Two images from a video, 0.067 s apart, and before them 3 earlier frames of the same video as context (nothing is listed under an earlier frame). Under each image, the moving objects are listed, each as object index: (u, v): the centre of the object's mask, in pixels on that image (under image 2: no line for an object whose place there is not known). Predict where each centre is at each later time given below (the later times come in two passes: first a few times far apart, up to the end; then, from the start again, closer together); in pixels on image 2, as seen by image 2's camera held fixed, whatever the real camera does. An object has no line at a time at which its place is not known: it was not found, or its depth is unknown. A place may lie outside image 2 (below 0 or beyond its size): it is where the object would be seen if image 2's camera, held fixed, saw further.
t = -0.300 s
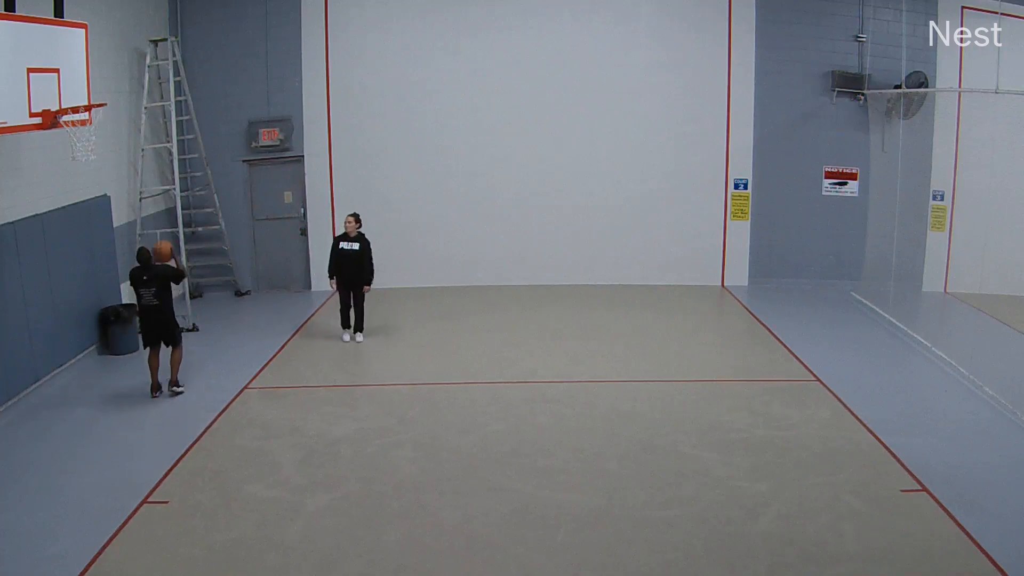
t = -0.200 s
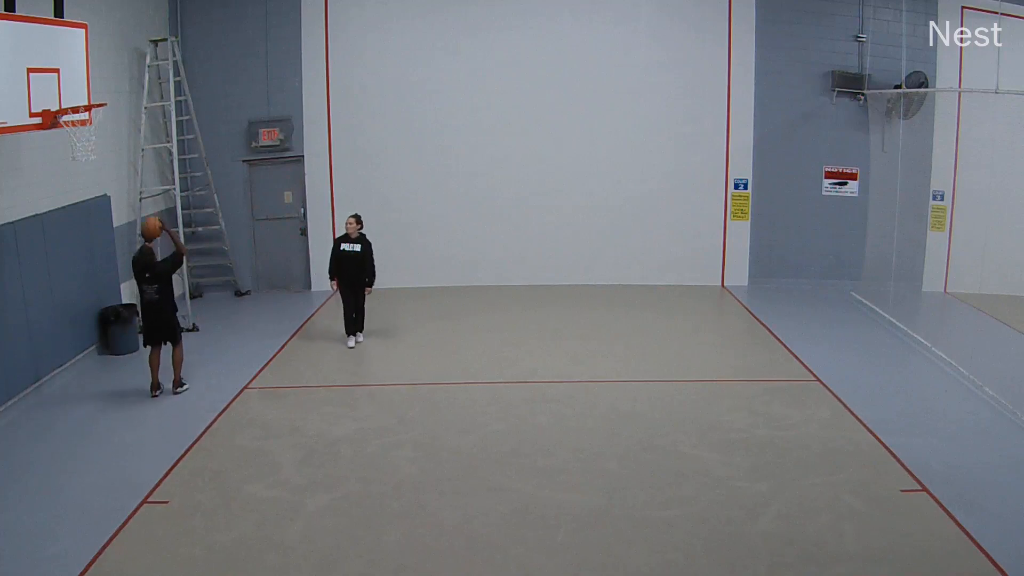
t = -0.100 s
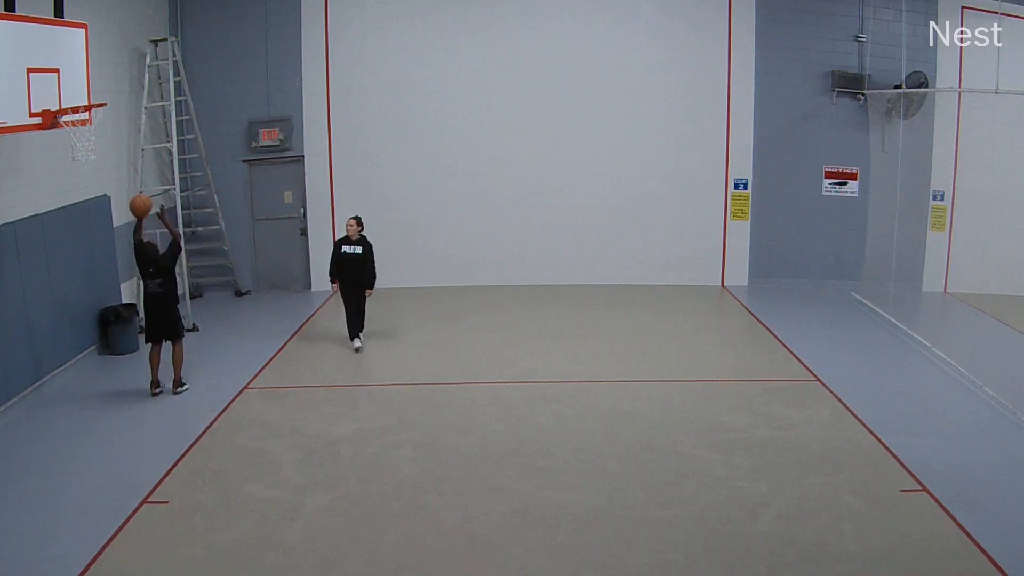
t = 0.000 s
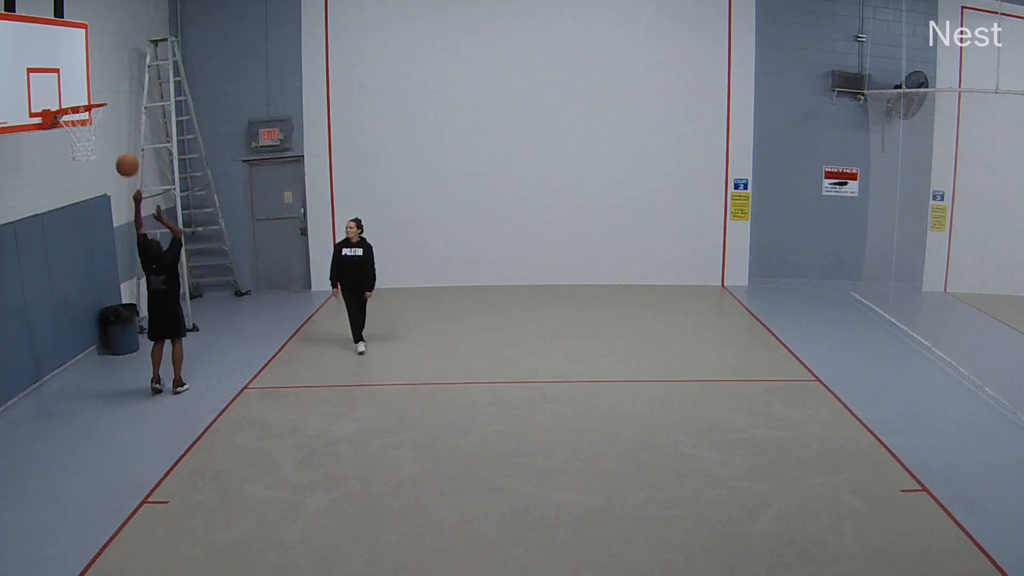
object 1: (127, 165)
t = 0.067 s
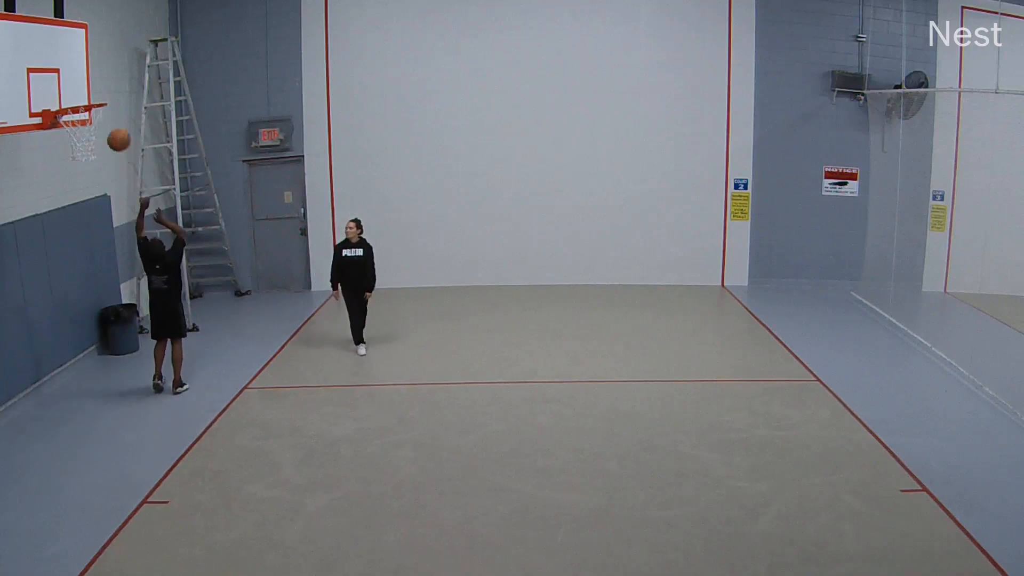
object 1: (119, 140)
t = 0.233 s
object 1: (100, 92)
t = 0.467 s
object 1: (74, 71)
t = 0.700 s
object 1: (57, 96)
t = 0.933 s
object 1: (56, 87)
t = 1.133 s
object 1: (58, 127)
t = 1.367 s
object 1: (68, 238)
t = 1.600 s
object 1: (95, 418)
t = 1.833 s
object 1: (85, 371)
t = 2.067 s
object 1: (69, 279)
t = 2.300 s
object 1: (63, 250)
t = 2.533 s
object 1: (65, 300)
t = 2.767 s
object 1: (84, 441)
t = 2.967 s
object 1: (108, 558)
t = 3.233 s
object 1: (76, 444)
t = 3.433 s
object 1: (67, 422)
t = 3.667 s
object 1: (75, 488)
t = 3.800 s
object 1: (92, 565)
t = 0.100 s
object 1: (115, 128)
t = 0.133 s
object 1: (112, 118)
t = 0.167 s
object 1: (108, 109)
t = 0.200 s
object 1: (104, 99)
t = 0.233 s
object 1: (100, 92)
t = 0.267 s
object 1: (96, 87)
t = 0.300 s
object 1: (92, 82)
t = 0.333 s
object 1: (88, 77)
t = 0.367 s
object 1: (85, 74)
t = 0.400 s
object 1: (81, 72)
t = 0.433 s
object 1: (77, 71)
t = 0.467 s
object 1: (74, 71)
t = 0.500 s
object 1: (70, 73)
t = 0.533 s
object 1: (67, 76)
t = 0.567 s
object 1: (63, 79)
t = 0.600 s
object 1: (60, 84)
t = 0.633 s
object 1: (57, 90)
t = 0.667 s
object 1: (57, 94)
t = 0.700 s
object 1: (57, 96)
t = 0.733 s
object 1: (57, 91)
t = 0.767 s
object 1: (56, 87)
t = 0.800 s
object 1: (56, 85)
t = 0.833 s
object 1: (56, 83)
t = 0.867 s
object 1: (56, 83)
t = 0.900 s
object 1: (56, 84)
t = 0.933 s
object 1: (56, 87)
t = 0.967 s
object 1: (57, 90)
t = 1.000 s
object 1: (57, 95)
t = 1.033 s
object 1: (57, 101)
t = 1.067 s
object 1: (58, 108)
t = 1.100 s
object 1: (58, 117)
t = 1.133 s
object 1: (58, 127)
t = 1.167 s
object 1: (59, 138)
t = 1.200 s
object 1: (60, 151)
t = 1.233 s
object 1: (61, 165)
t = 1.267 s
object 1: (63, 181)
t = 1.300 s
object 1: (64, 199)
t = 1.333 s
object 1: (66, 218)
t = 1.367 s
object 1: (68, 238)
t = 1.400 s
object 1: (71, 260)
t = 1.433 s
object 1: (74, 283)
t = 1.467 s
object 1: (77, 307)
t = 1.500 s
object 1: (81, 333)
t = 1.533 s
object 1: (85, 360)
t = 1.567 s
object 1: (90, 389)
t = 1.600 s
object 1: (95, 418)
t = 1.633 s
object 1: (101, 448)
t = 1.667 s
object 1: (104, 464)
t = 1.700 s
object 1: (100, 443)
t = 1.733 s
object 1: (96, 424)
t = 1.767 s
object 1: (92, 406)
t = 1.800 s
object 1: (89, 388)
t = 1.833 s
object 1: (85, 371)
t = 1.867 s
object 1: (83, 354)
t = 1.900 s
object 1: (80, 339)
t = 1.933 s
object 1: (77, 325)
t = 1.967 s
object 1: (75, 311)
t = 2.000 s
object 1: (73, 299)
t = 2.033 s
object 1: (71, 289)
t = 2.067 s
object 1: (69, 279)
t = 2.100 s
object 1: (68, 270)
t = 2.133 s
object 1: (66, 264)
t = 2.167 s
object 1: (65, 258)
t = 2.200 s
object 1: (64, 254)
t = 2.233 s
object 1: (63, 251)
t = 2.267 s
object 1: (63, 250)
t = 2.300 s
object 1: (63, 250)
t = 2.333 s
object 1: (62, 252)
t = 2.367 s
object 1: (62, 255)
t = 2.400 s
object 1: (62, 261)
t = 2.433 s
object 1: (62, 268)
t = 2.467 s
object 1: (63, 277)
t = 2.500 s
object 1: (63, 287)
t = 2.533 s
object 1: (65, 300)
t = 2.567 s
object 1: (66, 315)
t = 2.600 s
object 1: (68, 331)
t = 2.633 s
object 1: (70, 349)
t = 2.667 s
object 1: (73, 370)
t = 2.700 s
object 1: (76, 392)
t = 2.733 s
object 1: (80, 416)
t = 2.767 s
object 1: (84, 441)
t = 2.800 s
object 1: (90, 469)
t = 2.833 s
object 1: (95, 497)
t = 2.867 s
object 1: (101, 526)
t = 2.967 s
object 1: (108, 558)
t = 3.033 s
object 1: (97, 522)
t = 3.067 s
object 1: (93, 506)
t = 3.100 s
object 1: (89, 491)
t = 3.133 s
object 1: (85, 477)
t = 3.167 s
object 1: (82, 465)
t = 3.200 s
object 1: (79, 454)
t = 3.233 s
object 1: (76, 444)
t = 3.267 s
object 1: (73, 436)
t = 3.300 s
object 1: (71, 429)
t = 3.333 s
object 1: (70, 424)
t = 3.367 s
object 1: (68, 422)
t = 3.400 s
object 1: (67, 421)
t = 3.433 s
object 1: (67, 422)
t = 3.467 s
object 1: (66, 424)
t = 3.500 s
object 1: (67, 430)
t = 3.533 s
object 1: (67, 437)
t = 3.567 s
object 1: (68, 446)
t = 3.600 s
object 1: (70, 458)
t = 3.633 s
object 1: (72, 472)
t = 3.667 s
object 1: (75, 488)
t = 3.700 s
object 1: (78, 506)
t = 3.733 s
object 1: (82, 527)
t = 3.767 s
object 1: (87, 549)
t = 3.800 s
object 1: (92, 565)
